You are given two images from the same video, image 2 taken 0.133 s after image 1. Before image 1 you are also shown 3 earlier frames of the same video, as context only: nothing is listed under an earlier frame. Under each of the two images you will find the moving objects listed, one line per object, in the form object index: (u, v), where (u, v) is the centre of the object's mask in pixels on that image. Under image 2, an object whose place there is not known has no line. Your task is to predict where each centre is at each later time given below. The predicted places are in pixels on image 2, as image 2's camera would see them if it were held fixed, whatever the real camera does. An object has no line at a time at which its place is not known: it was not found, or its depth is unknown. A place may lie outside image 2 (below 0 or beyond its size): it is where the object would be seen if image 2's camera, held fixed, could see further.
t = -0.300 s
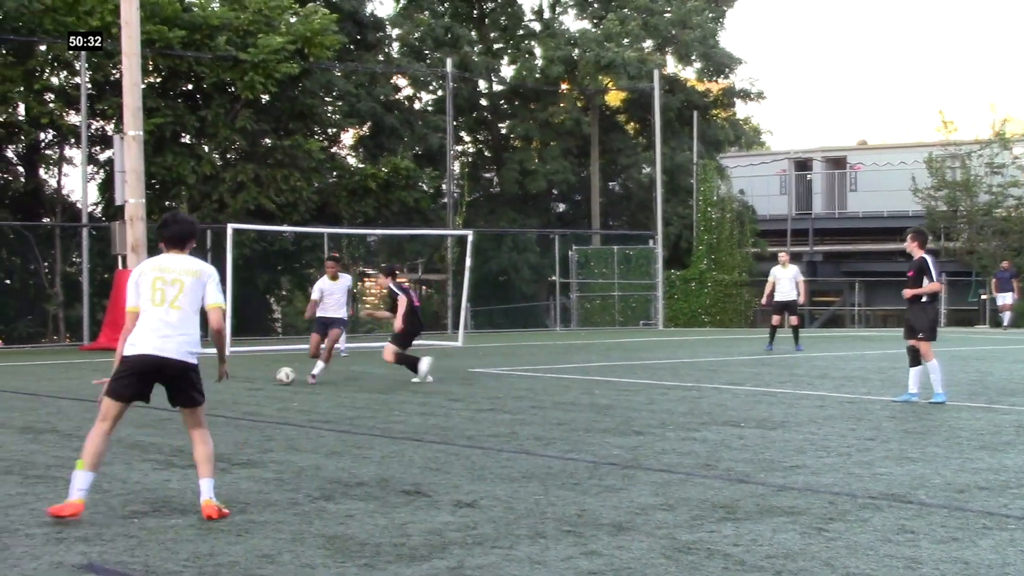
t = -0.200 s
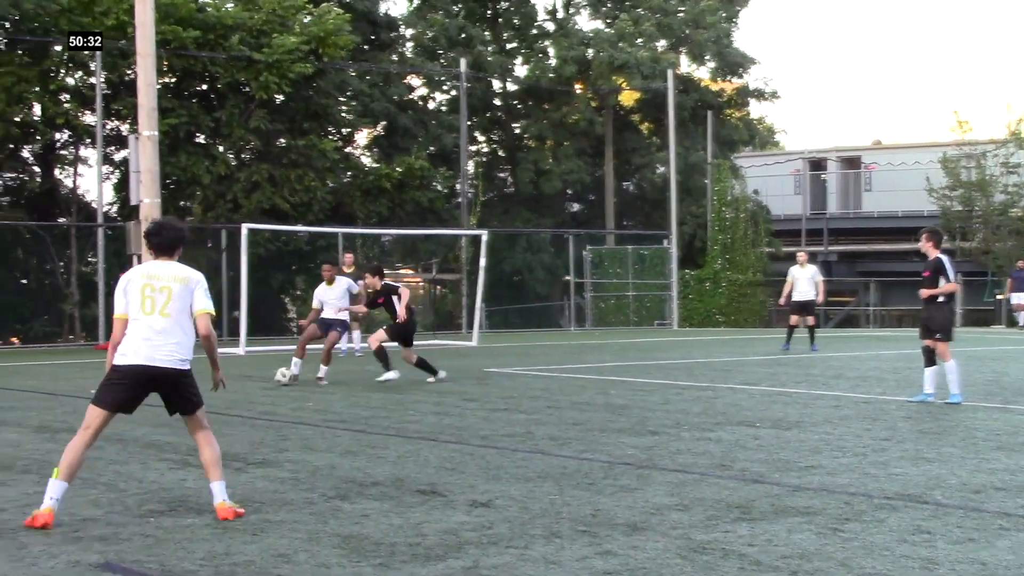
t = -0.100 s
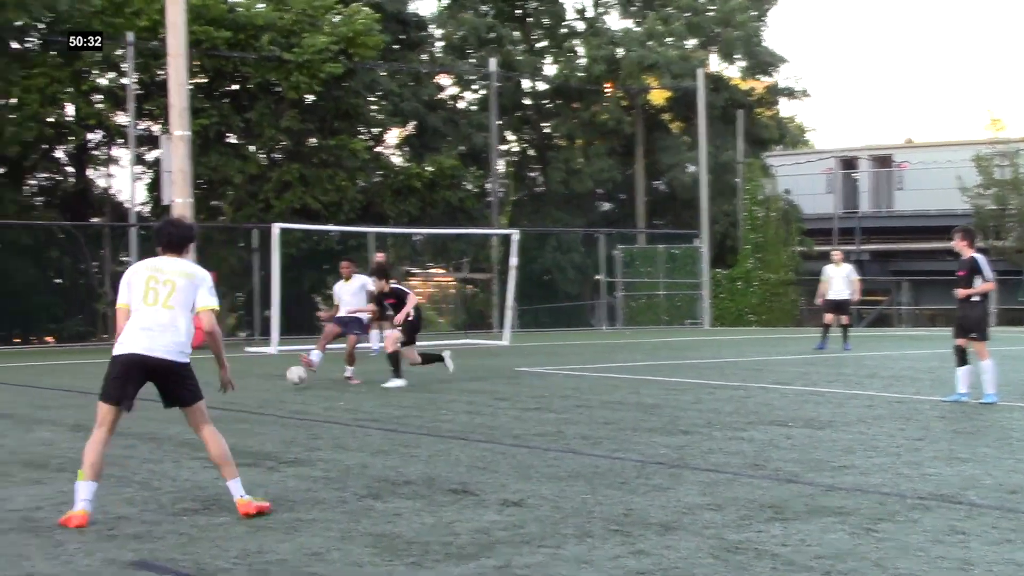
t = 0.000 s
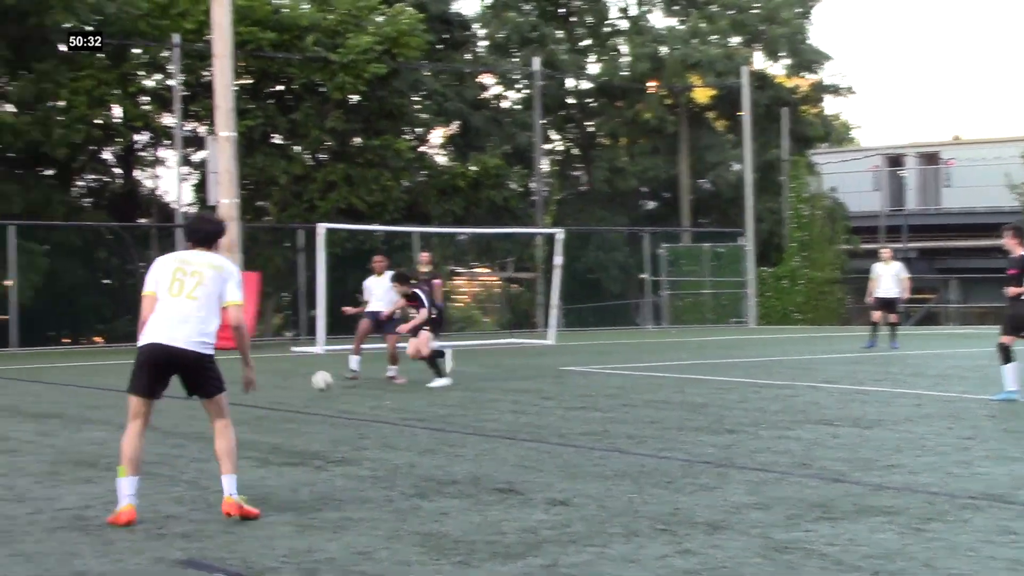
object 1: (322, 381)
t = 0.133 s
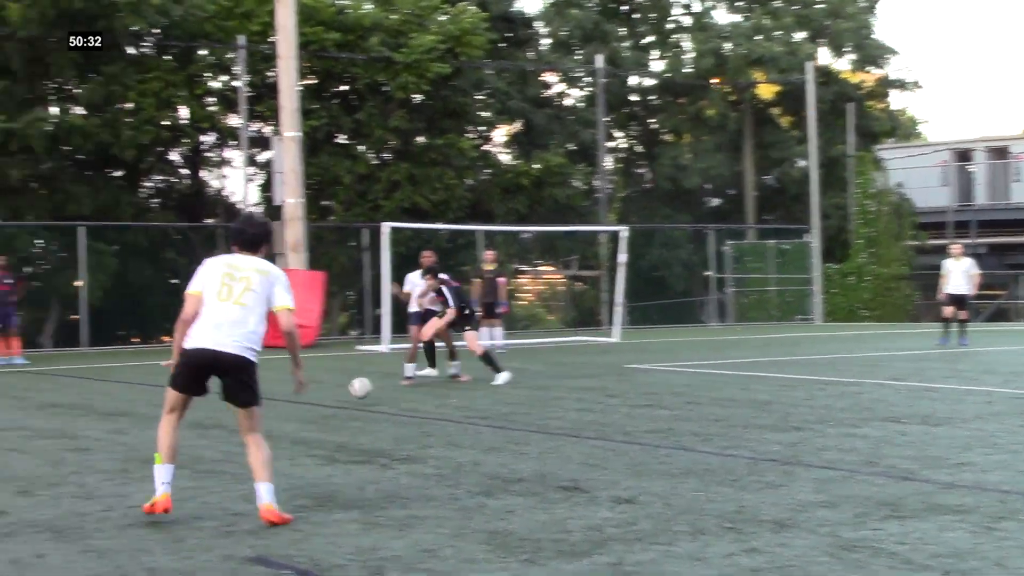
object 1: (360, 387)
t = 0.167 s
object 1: (356, 388)
